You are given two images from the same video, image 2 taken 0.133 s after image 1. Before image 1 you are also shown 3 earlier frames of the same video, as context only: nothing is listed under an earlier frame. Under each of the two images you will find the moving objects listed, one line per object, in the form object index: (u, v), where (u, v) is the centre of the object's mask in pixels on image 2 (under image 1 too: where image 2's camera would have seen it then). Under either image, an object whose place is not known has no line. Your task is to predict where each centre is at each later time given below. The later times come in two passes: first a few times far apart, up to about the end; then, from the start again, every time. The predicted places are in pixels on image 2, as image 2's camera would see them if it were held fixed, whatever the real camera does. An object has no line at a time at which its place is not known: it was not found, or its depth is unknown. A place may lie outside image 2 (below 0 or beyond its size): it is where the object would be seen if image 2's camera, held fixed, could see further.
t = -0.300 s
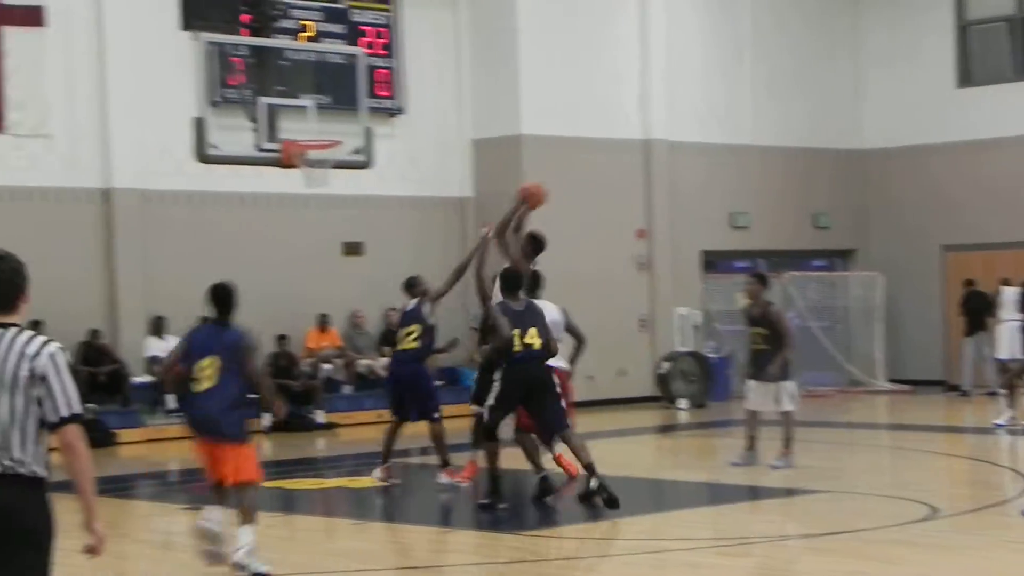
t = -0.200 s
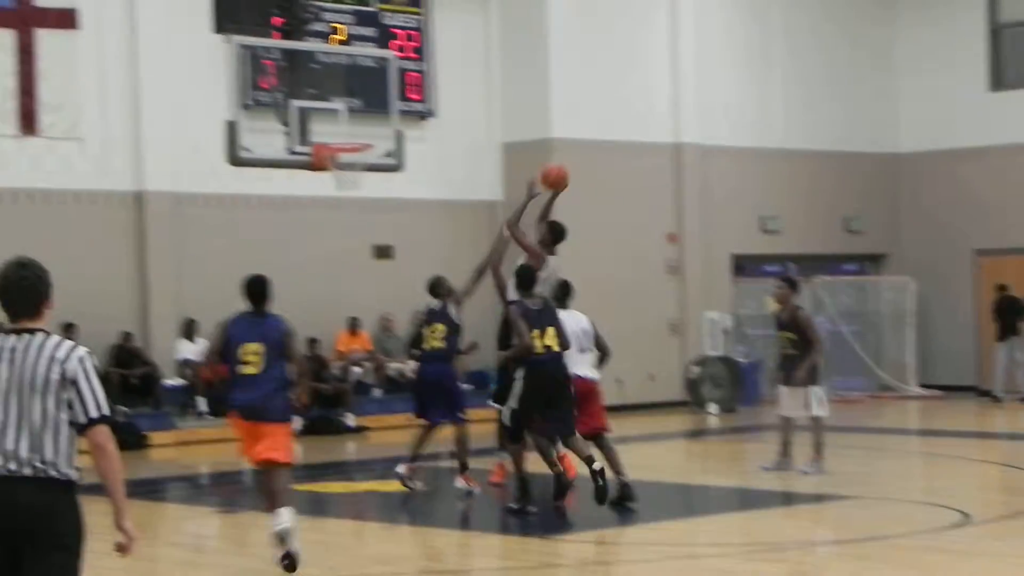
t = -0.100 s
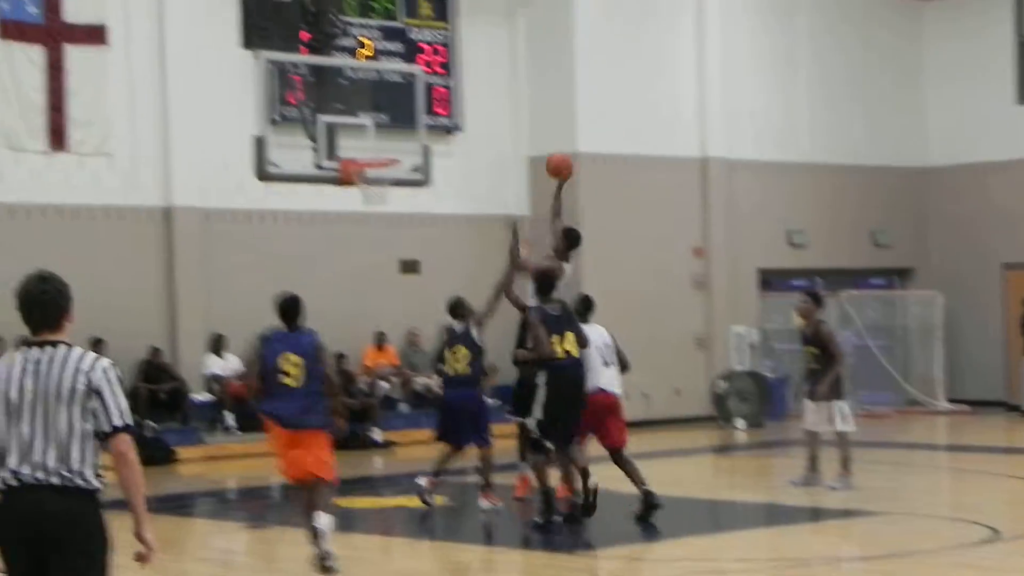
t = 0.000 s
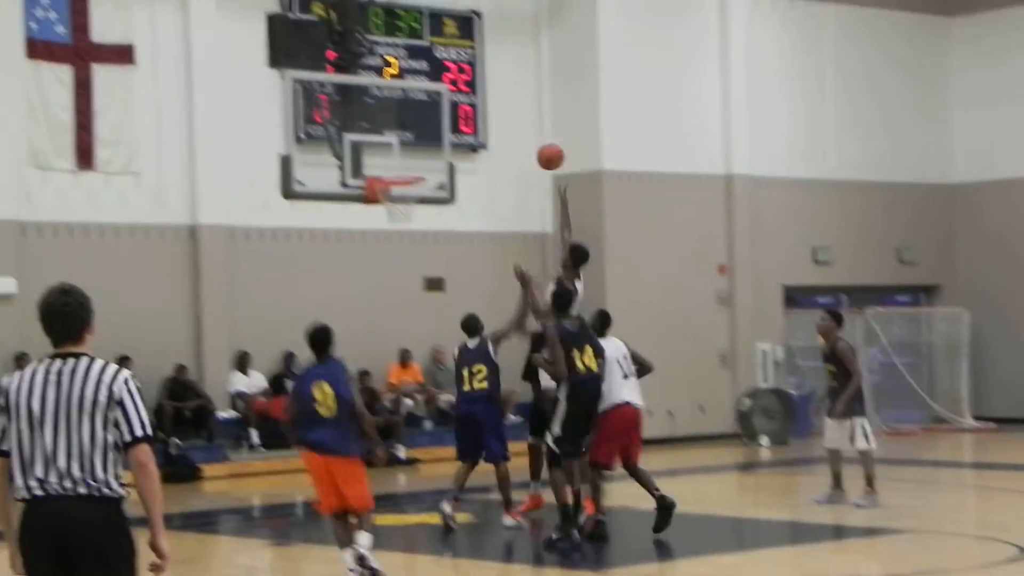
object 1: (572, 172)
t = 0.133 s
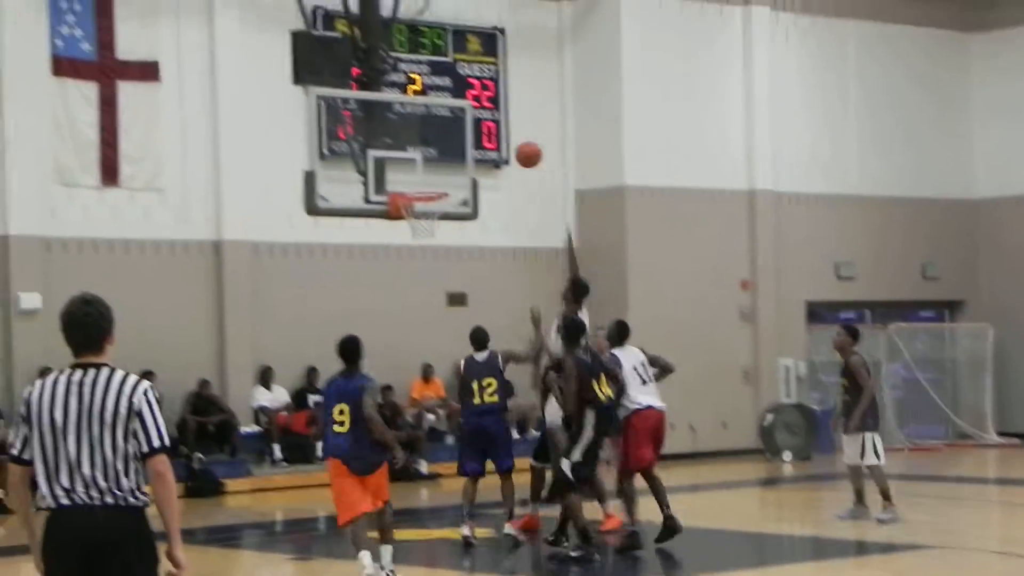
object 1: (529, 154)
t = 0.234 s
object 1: (498, 154)
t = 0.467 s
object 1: (424, 185)
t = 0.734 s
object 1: (434, 237)
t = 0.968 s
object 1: (452, 293)
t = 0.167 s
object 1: (519, 153)
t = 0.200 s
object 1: (507, 154)
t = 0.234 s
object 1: (498, 154)
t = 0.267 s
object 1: (485, 156)
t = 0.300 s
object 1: (476, 159)
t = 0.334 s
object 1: (464, 164)
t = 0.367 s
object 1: (454, 170)
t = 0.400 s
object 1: (445, 178)
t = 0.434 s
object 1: (434, 182)
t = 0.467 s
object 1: (424, 185)
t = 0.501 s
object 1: (415, 196)
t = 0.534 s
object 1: (413, 205)
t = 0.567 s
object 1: (416, 211)
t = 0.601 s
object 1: (421, 221)
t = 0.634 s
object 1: (425, 226)
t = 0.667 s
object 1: (429, 230)
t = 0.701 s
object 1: (431, 232)
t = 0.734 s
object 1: (434, 237)
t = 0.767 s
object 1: (436, 240)
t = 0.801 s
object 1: (439, 246)
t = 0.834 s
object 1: (441, 253)
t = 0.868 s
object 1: (443, 260)
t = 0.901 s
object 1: (446, 270)
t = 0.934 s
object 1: (448, 280)
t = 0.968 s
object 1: (452, 293)
